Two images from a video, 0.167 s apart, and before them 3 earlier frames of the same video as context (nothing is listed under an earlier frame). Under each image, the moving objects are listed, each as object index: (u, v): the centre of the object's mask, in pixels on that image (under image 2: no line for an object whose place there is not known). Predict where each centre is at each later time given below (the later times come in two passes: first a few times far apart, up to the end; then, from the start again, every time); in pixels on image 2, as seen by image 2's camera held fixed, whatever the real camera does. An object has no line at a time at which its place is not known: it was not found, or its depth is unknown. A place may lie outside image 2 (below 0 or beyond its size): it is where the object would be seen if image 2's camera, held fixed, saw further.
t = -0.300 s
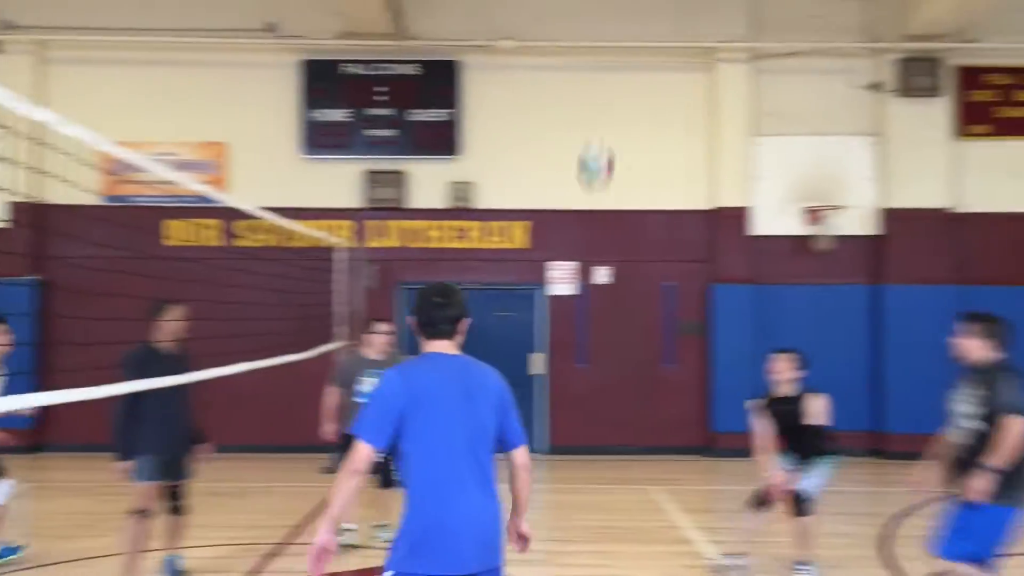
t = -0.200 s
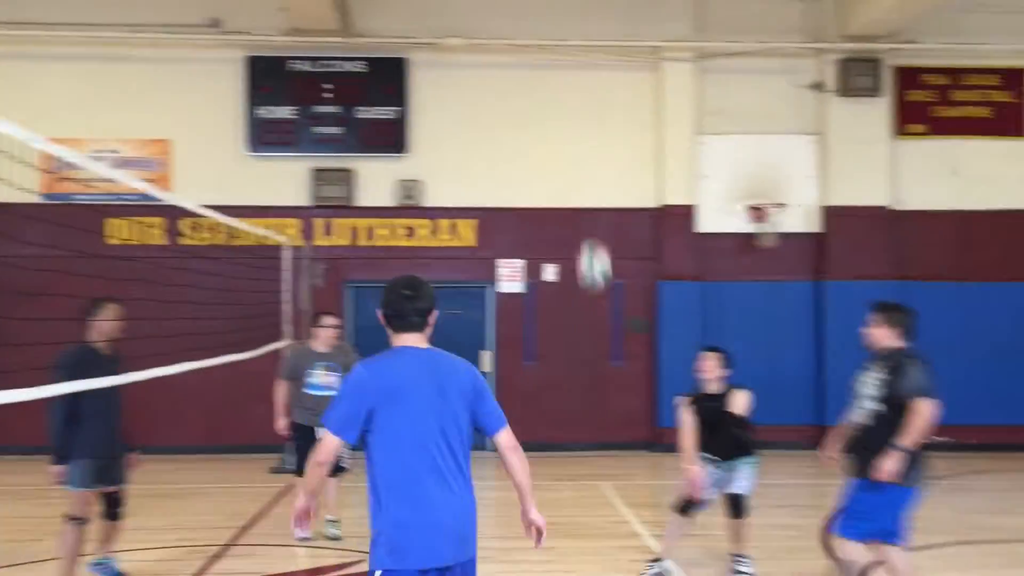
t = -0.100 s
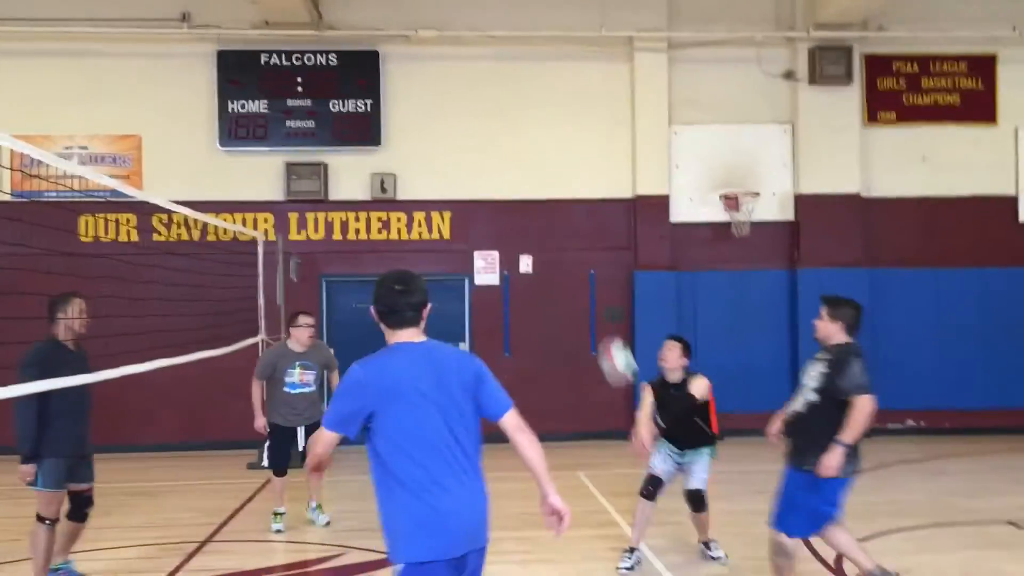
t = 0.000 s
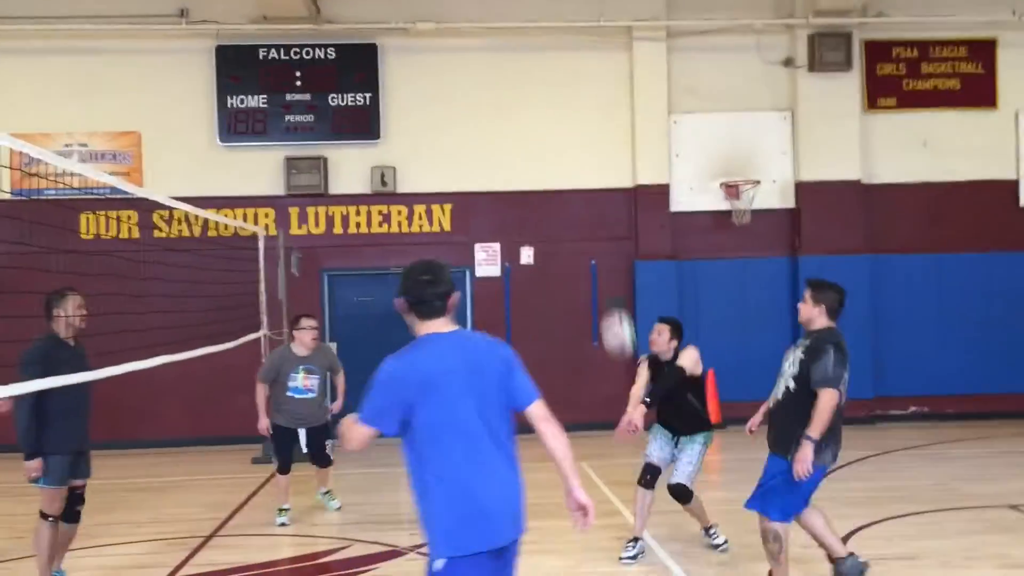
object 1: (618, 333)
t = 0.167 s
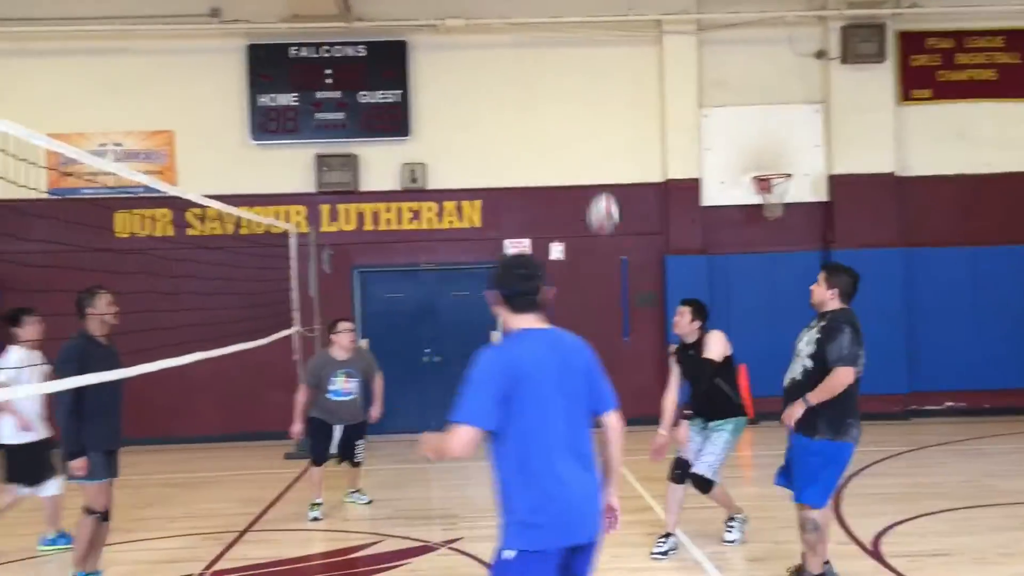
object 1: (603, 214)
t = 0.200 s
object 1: (594, 199)
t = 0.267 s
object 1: (579, 171)
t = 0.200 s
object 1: (594, 199)
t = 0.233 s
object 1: (586, 183)
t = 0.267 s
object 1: (579, 171)
